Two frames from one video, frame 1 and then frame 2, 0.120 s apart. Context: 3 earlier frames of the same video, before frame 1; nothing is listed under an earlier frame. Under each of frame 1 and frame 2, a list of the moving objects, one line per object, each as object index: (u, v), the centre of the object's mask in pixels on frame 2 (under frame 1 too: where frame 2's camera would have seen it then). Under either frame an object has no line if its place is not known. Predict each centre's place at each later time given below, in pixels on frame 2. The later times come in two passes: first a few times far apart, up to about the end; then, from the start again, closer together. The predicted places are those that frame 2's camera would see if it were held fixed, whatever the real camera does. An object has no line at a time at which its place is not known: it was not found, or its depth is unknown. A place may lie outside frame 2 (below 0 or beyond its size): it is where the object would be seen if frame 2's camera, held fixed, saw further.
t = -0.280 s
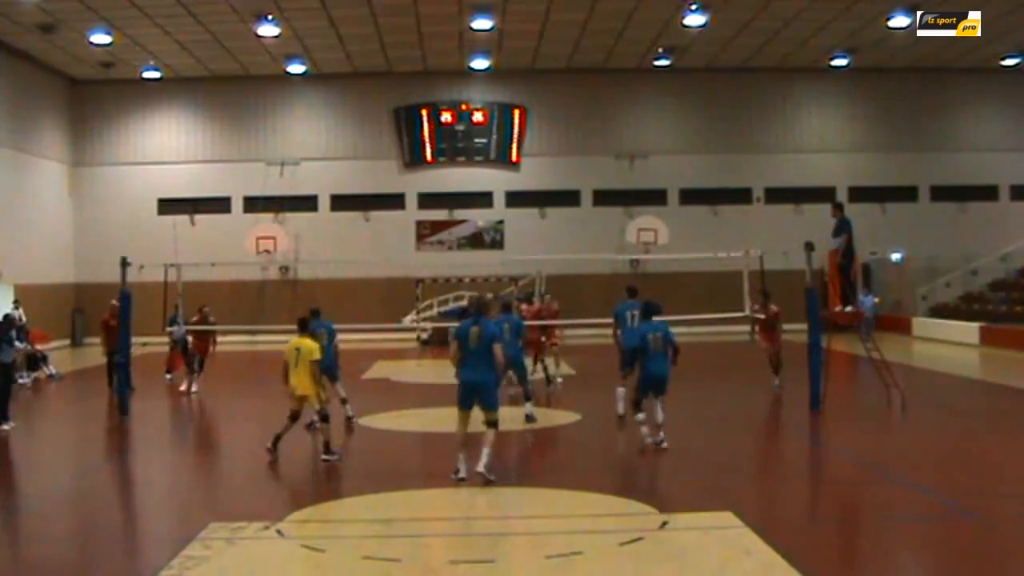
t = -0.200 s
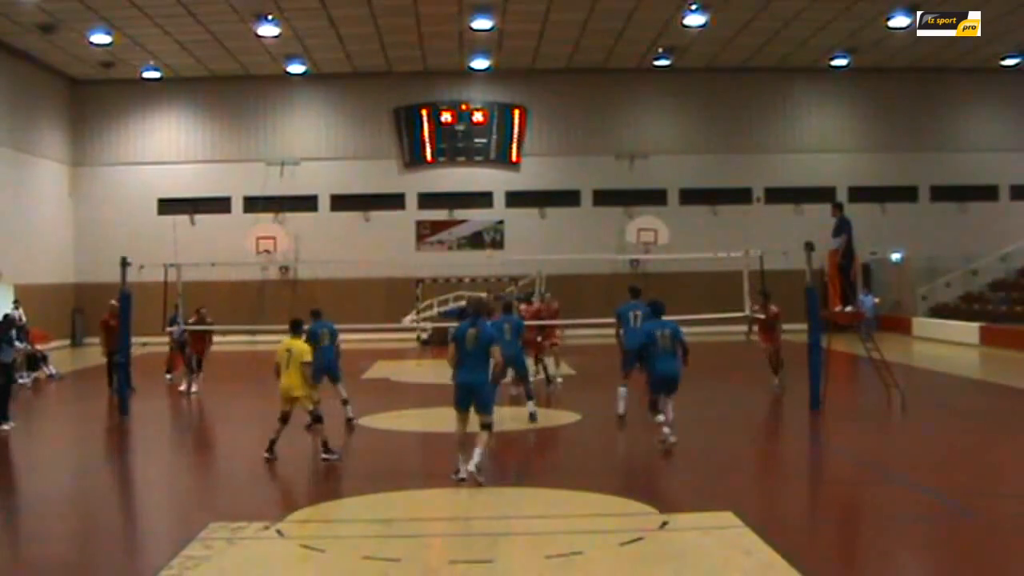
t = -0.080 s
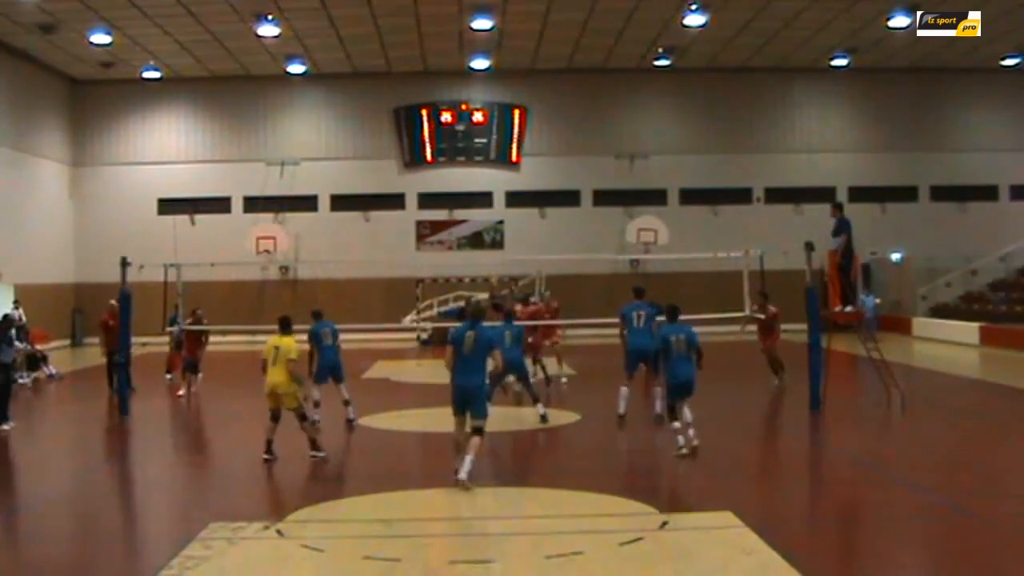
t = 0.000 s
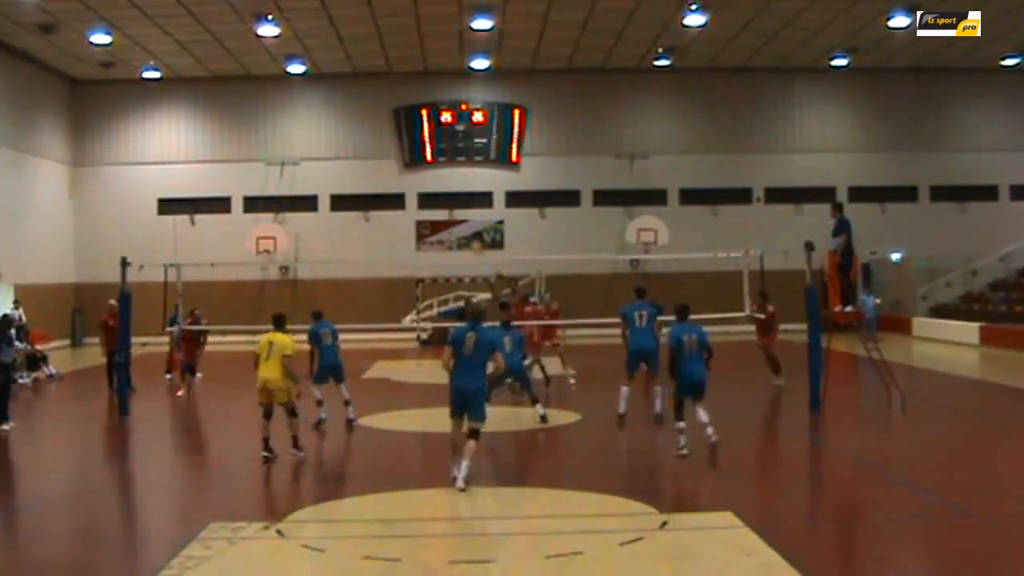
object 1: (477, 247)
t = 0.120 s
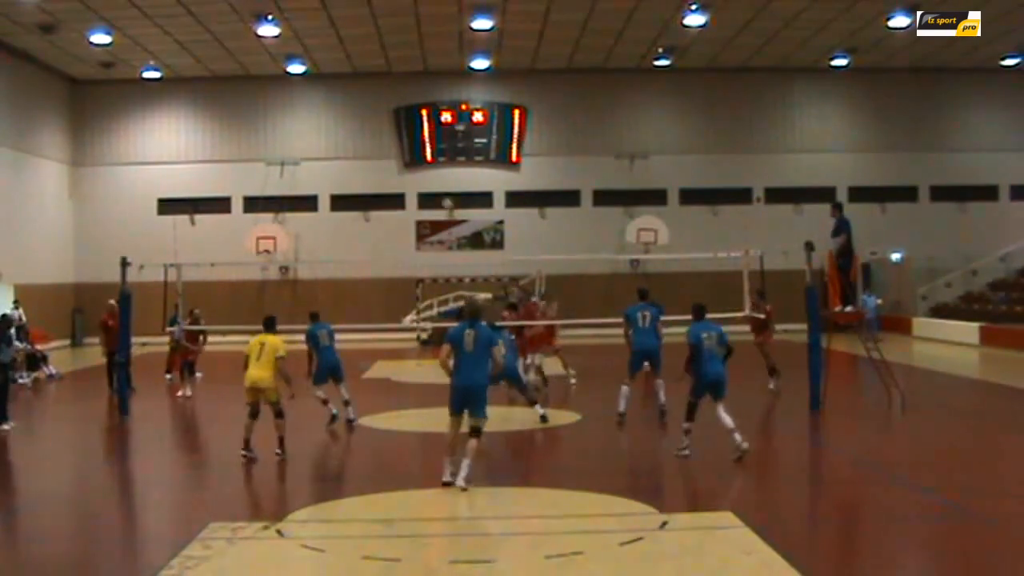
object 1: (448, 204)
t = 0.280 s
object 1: (410, 161)
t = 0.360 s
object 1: (392, 147)
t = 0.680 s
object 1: (324, 127)
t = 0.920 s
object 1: (274, 148)
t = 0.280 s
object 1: (410, 161)
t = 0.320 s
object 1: (403, 155)
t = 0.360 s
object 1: (392, 147)
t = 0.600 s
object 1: (340, 126)
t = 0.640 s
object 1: (332, 126)
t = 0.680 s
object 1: (324, 127)
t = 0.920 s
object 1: (274, 148)
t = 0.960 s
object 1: (266, 156)
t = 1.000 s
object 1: (258, 163)
